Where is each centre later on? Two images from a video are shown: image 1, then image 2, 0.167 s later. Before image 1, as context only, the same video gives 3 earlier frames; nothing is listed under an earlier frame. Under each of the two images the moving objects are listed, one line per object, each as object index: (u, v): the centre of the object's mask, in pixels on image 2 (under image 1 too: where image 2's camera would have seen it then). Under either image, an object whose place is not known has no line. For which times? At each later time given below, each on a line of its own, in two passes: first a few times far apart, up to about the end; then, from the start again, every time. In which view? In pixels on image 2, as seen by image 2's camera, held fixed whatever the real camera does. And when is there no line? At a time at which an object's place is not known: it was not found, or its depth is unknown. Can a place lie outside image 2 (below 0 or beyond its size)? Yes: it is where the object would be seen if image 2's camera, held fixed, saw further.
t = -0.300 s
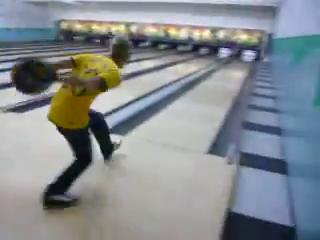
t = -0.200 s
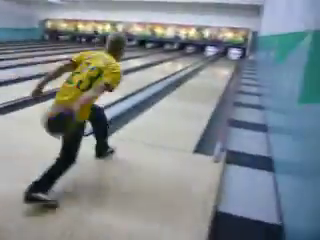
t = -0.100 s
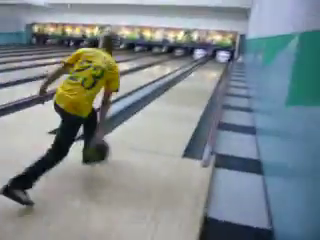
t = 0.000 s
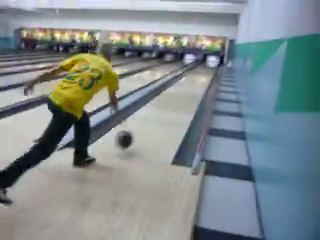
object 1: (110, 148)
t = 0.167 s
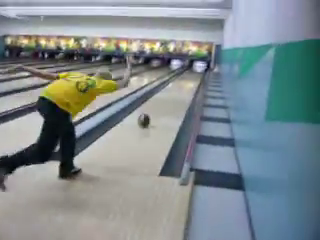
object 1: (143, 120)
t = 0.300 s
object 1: (157, 106)
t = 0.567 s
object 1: (173, 90)
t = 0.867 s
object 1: (183, 80)
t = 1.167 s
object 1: (190, 73)
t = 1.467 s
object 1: (193, 70)
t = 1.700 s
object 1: (194, 68)
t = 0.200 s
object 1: (147, 116)
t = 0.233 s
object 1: (151, 113)
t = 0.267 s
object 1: (154, 110)
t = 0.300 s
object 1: (157, 106)
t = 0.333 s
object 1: (160, 104)
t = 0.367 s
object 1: (162, 101)
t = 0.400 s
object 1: (164, 99)
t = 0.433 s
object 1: (166, 96)
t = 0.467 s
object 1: (168, 94)
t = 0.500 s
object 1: (170, 93)
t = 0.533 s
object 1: (171, 91)
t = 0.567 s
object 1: (173, 90)
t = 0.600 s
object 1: (173, 88)
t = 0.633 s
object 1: (175, 87)
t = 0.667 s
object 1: (176, 86)
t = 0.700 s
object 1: (178, 85)
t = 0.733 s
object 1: (179, 83)
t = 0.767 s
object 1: (180, 82)
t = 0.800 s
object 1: (181, 82)
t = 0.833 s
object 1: (181, 80)
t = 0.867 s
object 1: (183, 80)
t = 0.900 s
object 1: (184, 79)
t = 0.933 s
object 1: (185, 78)
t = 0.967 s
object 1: (186, 78)
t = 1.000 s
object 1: (186, 77)
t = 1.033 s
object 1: (187, 76)
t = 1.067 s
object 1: (188, 76)
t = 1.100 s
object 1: (188, 75)
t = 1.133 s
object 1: (190, 74)
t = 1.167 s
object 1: (190, 73)
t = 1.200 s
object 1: (191, 73)
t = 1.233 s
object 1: (191, 72)
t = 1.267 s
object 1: (191, 72)
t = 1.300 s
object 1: (191, 72)
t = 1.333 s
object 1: (191, 71)
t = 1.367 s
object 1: (191, 71)
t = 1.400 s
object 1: (191, 71)
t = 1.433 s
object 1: (193, 71)
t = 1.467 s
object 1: (193, 70)
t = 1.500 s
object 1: (194, 69)
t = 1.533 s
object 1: (194, 69)
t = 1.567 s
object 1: (194, 69)
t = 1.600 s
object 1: (194, 68)
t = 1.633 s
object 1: (194, 68)
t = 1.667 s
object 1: (194, 68)
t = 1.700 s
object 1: (194, 68)
